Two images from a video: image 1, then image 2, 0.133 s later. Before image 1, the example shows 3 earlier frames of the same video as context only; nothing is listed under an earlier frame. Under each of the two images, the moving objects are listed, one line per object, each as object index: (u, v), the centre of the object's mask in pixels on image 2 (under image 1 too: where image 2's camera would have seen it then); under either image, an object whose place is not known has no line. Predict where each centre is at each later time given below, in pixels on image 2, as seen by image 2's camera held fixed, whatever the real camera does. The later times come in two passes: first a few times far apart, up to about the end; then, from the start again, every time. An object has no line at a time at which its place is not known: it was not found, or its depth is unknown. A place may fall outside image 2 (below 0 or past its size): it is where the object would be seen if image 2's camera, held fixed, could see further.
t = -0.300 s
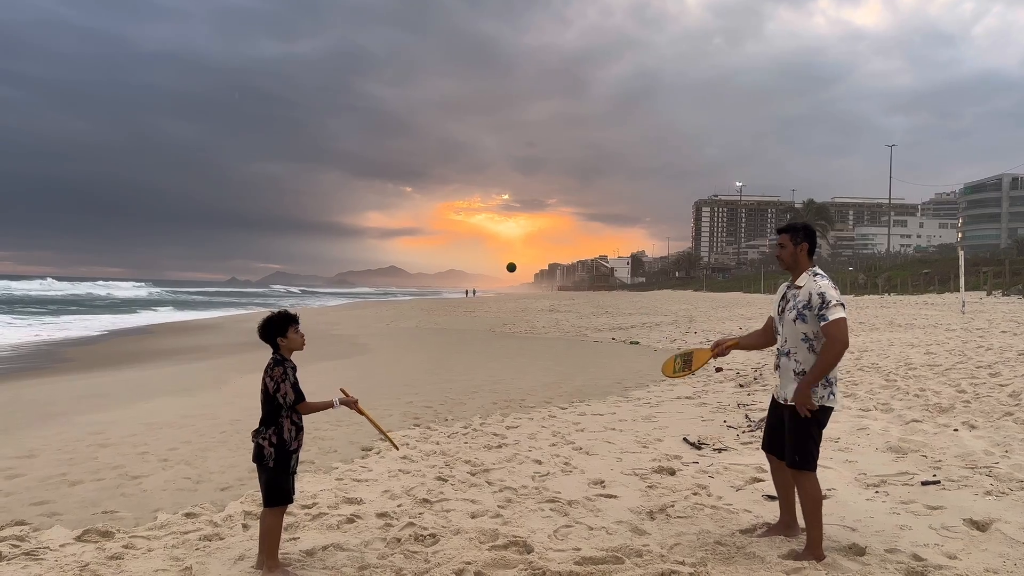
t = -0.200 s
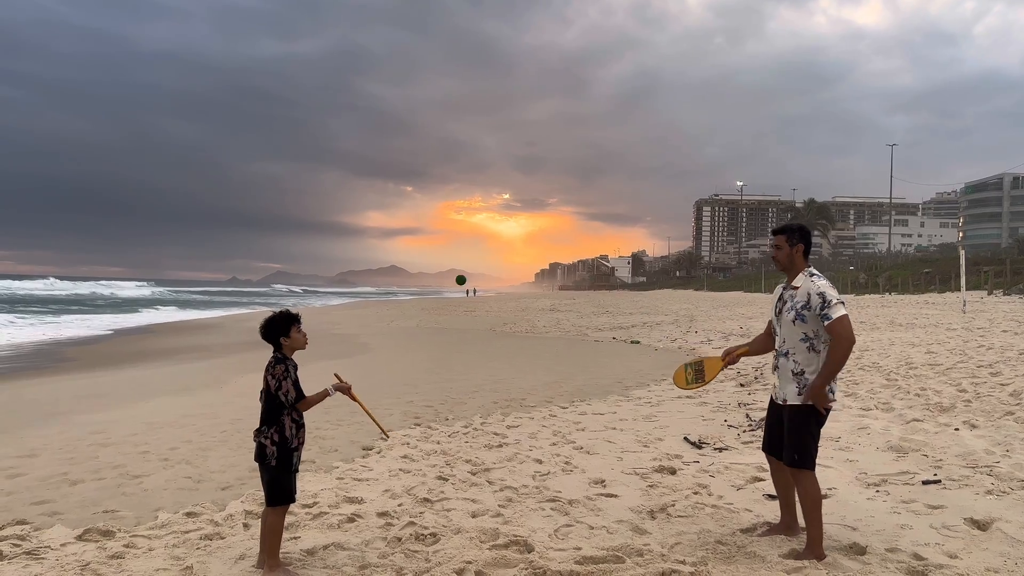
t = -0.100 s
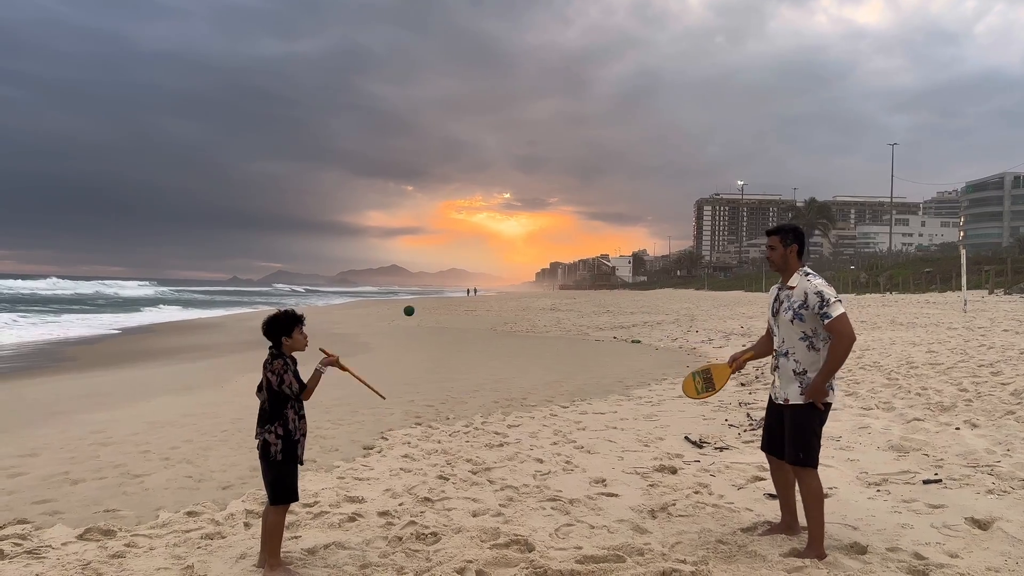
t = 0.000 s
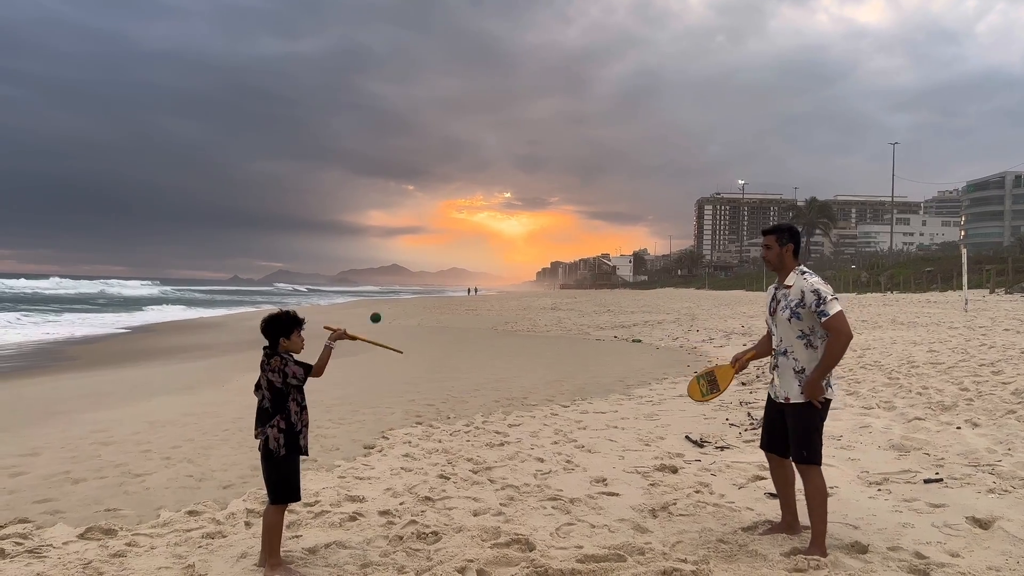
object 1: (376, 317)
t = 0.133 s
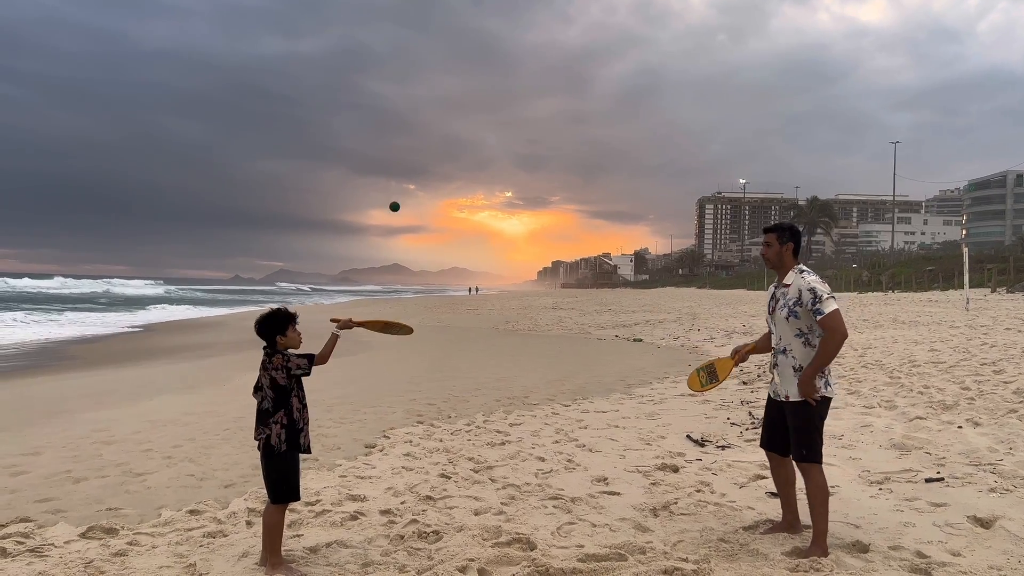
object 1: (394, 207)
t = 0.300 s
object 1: (414, 118)
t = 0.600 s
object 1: (444, 85)
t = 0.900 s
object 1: (467, 195)
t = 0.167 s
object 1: (399, 184)
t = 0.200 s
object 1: (402, 164)
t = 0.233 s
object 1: (406, 147)
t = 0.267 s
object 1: (410, 131)
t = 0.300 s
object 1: (414, 118)
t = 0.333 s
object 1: (418, 106)
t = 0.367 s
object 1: (421, 97)
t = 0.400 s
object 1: (424, 89)
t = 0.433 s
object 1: (428, 84)
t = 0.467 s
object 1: (431, 80)
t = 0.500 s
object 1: (434, 78)
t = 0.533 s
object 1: (437, 79)
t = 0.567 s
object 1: (440, 81)
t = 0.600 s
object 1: (444, 85)
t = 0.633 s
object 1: (447, 90)
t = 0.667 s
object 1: (449, 97)
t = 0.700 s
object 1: (452, 107)
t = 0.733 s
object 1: (455, 118)
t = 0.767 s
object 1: (457, 130)
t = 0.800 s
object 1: (460, 144)
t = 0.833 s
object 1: (462, 159)
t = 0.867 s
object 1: (465, 176)
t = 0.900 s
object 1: (467, 195)
